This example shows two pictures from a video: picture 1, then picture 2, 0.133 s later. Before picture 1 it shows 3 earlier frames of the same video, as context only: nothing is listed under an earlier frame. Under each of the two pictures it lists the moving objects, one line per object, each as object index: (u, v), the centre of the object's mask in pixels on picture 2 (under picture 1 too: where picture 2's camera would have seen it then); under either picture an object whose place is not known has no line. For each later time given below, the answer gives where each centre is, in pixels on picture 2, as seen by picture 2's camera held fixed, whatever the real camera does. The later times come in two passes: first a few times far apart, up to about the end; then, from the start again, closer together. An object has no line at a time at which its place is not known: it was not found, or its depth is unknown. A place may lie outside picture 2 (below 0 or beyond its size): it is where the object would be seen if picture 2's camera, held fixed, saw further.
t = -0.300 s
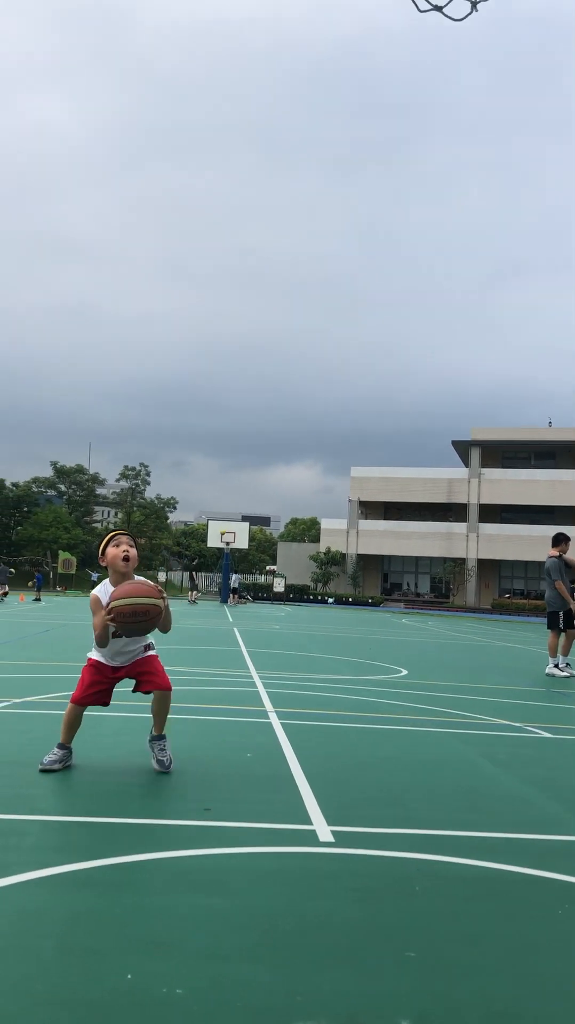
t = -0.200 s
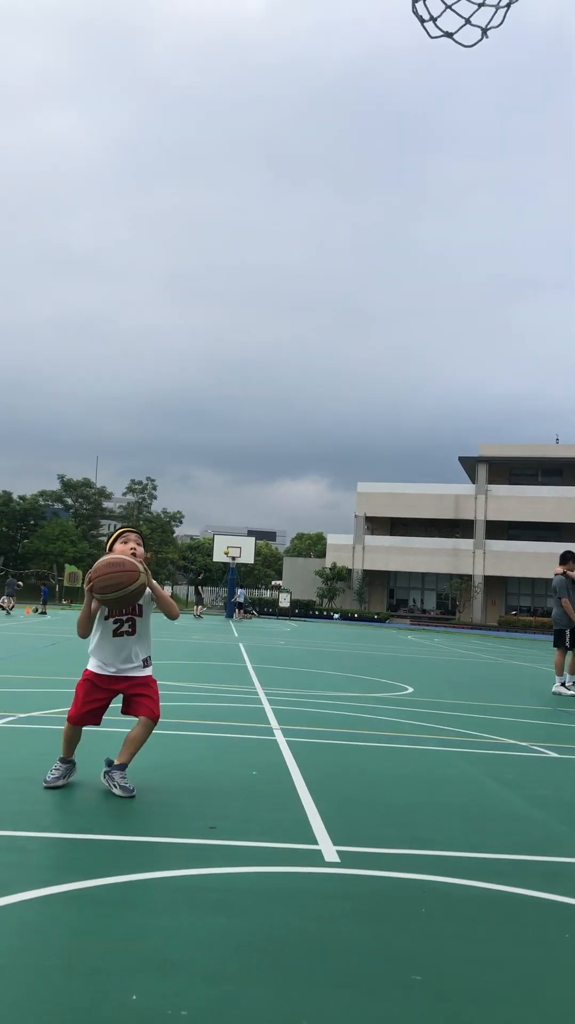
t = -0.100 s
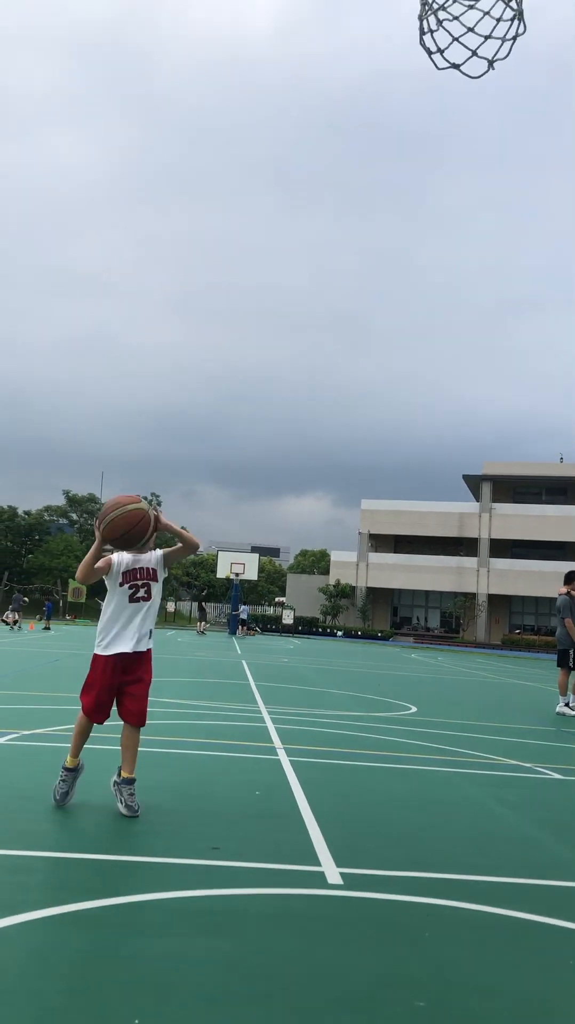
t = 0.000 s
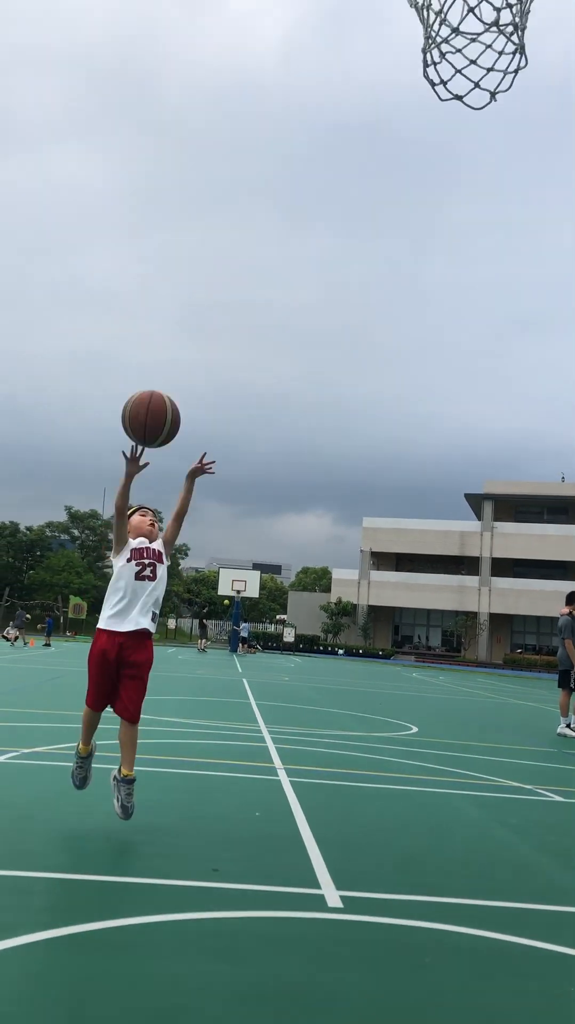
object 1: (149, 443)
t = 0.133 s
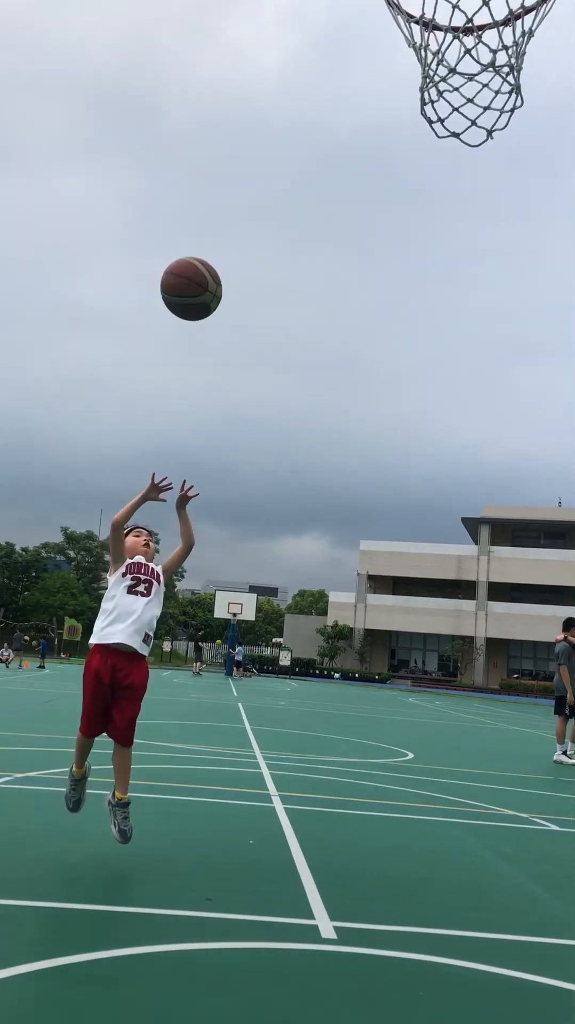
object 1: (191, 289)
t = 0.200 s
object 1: (213, 220)
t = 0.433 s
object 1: (294, 29)
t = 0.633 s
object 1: (376, -47)
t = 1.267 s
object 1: (425, 68)
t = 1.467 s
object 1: (461, 95)
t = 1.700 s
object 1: (506, 185)
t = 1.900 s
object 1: (546, 499)
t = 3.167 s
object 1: (802, 1302)
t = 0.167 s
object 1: (202, 253)
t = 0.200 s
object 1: (213, 220)
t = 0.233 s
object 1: (224, 188)
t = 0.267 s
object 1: (235, 158)
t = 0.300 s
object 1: (246, 129)
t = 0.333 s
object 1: (257, 101)
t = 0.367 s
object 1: (269, 75)
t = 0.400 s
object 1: (281, 51)
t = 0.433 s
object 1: (294, 29)
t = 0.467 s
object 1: (306, 9)
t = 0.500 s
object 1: (319, -8)
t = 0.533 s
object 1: (332, -23)
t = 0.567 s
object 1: (347, -36)
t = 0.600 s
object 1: (361, -44)
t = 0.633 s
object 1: (376, -47)
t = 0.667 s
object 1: (391, -47)
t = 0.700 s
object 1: (407, -45)
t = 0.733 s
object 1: (424, -41)
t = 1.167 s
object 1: (422, 74)
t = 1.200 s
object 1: (420, 72)
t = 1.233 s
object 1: (422, 70)
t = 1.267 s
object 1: (425, 68)
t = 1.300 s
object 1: (428, 68)
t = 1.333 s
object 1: (433, 70)
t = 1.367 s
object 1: (439, 75)
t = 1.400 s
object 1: (445, 81)
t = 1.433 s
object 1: (452, 88)
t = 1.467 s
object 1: (461, 95)
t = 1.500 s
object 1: (468, 100)
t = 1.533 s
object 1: (475, 103)
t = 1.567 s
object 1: (481, 109)
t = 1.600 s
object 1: (487, 120)
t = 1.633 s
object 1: (493, 136)
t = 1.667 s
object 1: (500, 158)
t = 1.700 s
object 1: (506, 185)
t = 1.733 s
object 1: (512, 219)
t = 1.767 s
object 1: (519, 259)
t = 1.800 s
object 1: (525, 307)
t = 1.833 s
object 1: (532, 362)
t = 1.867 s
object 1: (538, 426)
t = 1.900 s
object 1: (546, 499)
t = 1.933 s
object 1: (553, 582)
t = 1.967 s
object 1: (560, 678)
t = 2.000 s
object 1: (568, 787)
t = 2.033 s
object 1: (577, 911)
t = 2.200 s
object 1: (613, 980)
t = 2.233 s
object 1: (622, 898)
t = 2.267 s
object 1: (629, 806)
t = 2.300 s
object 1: (637, 724)
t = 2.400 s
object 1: (653, 517)
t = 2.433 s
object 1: (659, 466)
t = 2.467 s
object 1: (663, 422)
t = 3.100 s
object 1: (794, 1264)
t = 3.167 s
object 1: (802, 1302)
